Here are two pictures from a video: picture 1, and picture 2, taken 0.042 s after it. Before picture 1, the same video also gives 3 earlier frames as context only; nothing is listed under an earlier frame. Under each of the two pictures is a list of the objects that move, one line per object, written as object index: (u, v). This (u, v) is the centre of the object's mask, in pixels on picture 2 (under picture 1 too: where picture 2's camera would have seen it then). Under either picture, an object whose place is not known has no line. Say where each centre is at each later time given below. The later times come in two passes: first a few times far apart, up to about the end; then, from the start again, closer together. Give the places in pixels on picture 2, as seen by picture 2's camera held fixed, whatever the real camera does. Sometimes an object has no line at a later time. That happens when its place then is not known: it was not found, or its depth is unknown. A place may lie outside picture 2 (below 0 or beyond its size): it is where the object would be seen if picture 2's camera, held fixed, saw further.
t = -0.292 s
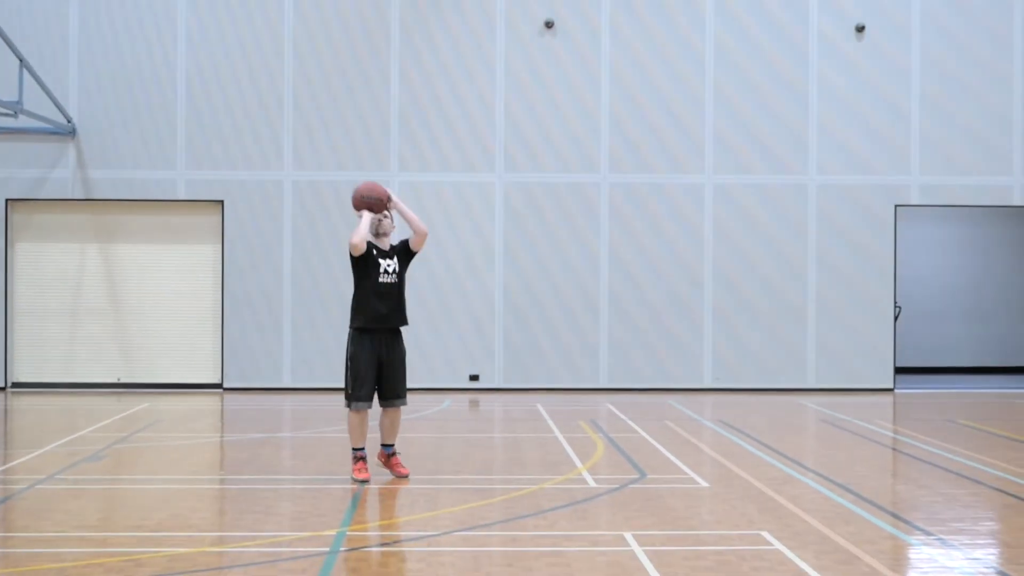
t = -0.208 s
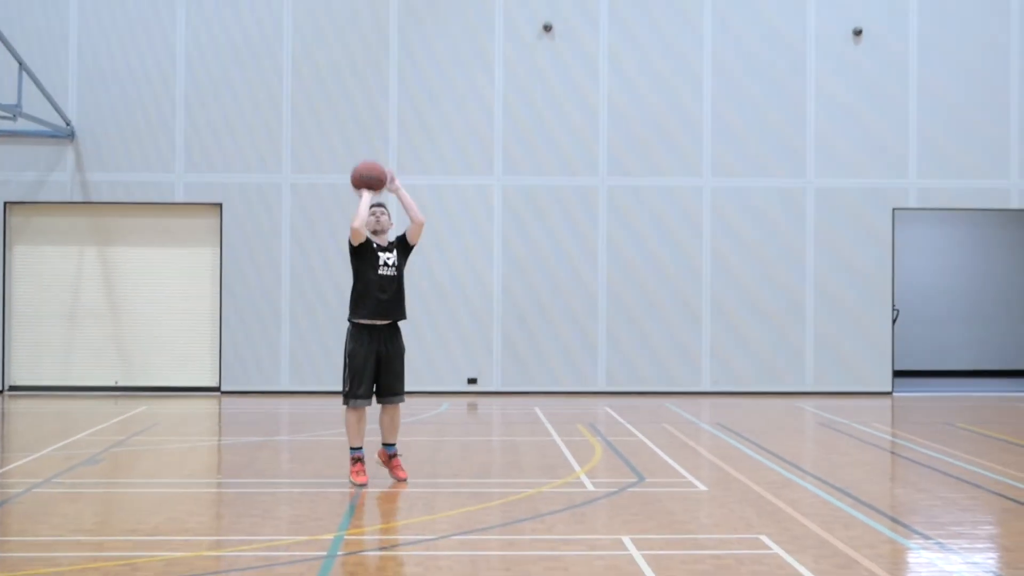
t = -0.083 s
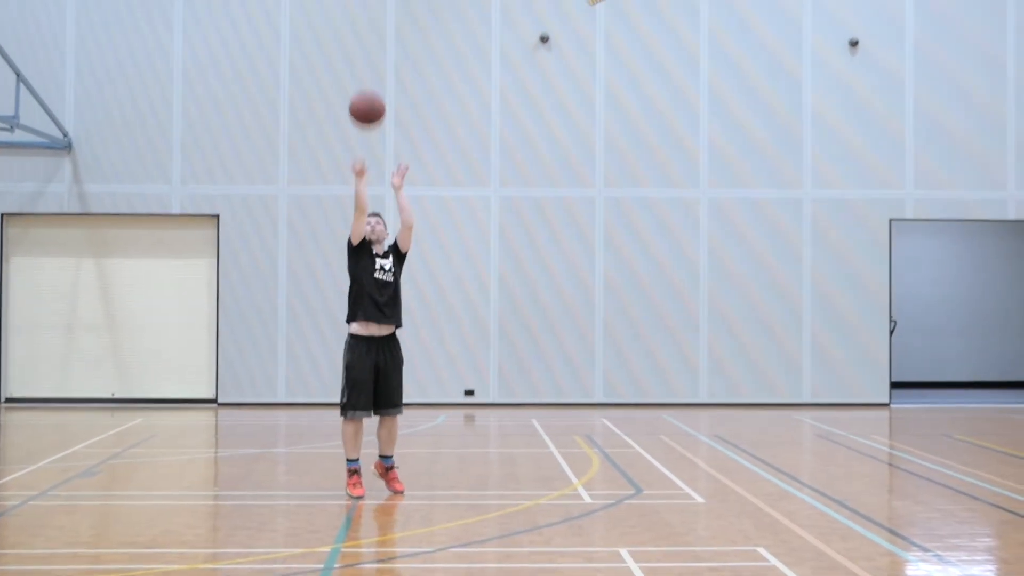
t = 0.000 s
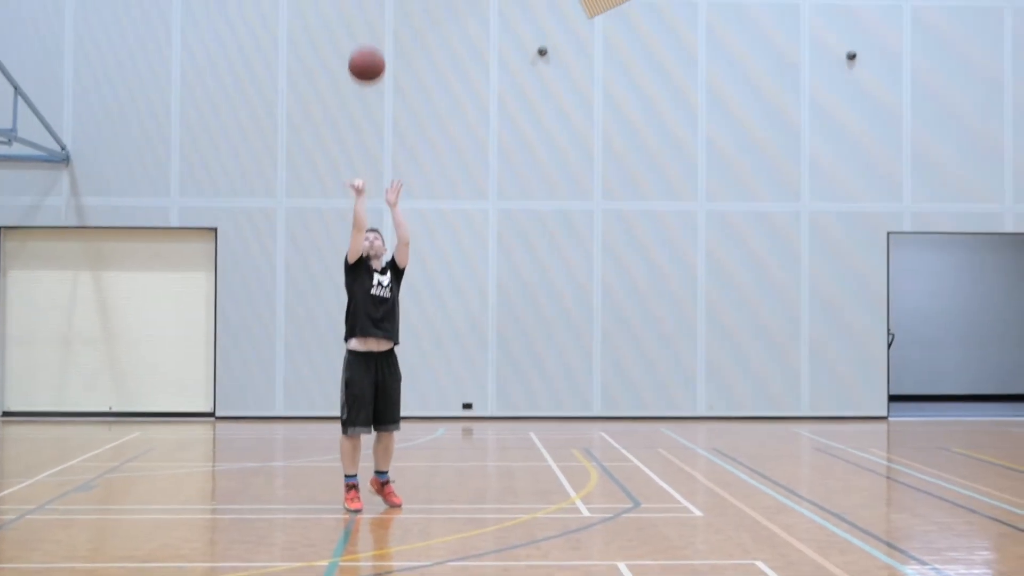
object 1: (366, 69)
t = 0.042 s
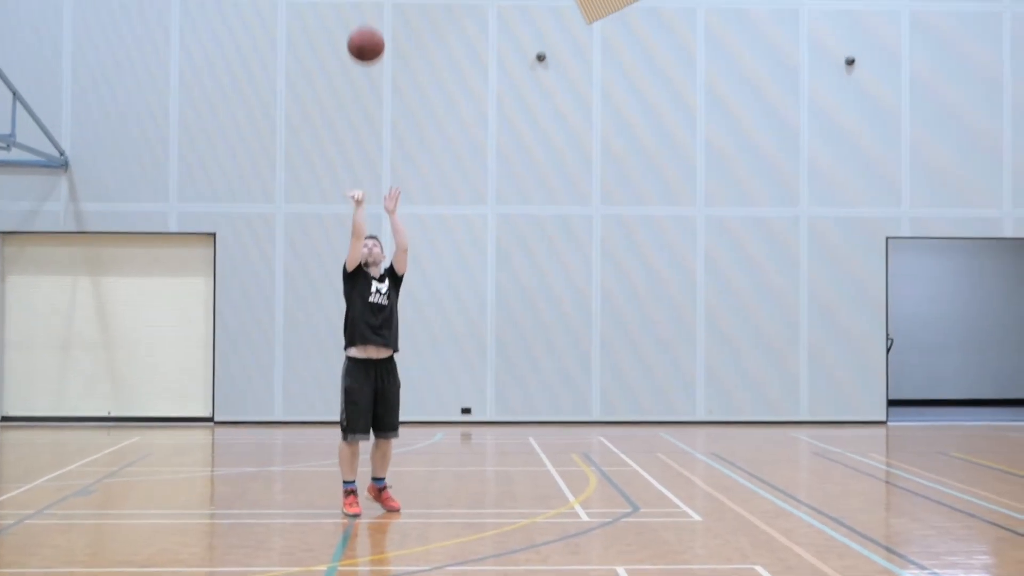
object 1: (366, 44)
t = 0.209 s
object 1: (367, -23)
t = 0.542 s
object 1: (365, -93)
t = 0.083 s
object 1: (366, 20)
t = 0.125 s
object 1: (366, 1)
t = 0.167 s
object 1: (366, -13)
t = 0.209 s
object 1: (367, -23)
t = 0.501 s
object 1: (365, -90)
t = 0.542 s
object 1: (365, -93)
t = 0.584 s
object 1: (365, -91)
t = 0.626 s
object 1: (365, -83)
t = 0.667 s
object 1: (366, -71)
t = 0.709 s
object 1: (365, -58)
